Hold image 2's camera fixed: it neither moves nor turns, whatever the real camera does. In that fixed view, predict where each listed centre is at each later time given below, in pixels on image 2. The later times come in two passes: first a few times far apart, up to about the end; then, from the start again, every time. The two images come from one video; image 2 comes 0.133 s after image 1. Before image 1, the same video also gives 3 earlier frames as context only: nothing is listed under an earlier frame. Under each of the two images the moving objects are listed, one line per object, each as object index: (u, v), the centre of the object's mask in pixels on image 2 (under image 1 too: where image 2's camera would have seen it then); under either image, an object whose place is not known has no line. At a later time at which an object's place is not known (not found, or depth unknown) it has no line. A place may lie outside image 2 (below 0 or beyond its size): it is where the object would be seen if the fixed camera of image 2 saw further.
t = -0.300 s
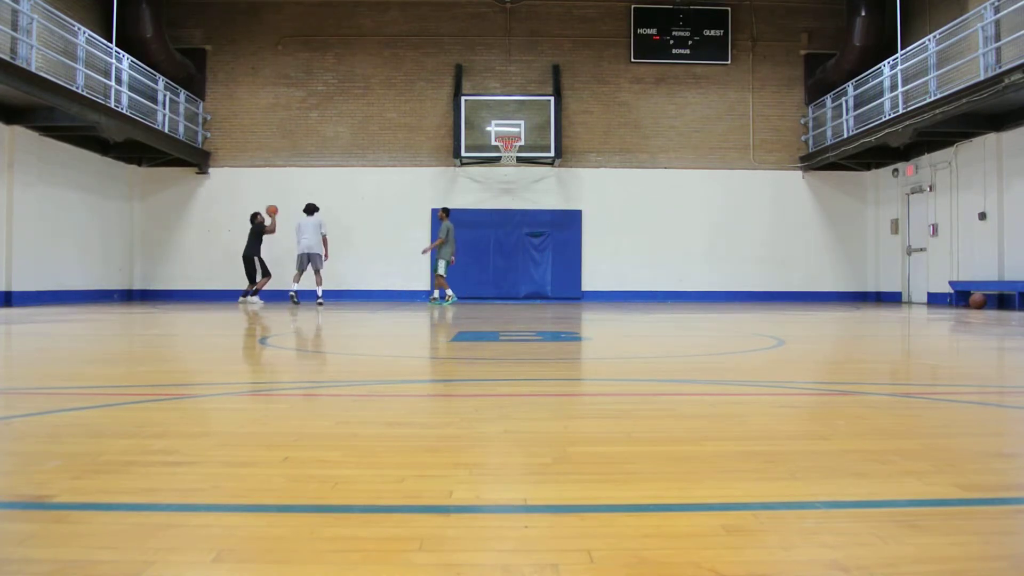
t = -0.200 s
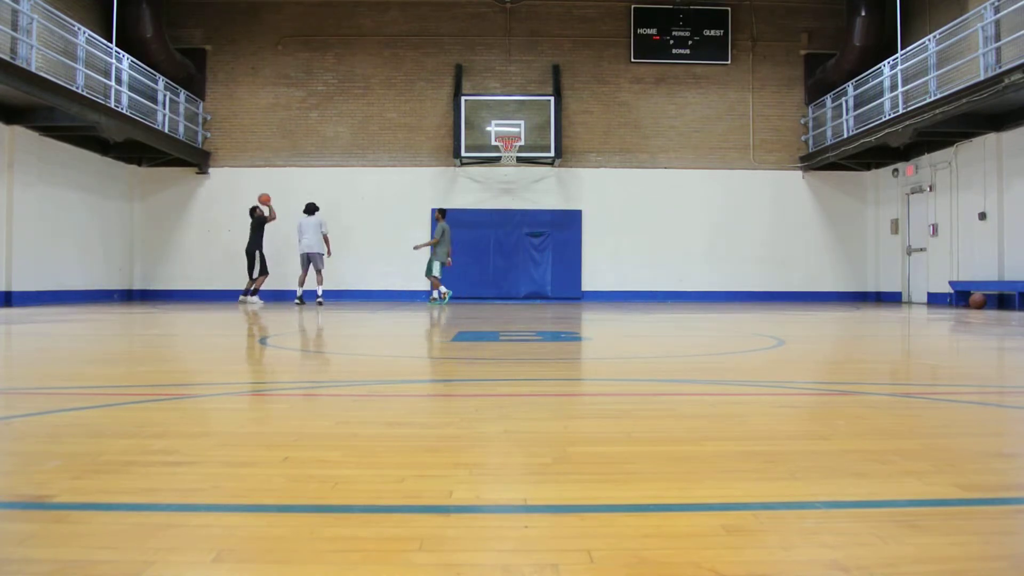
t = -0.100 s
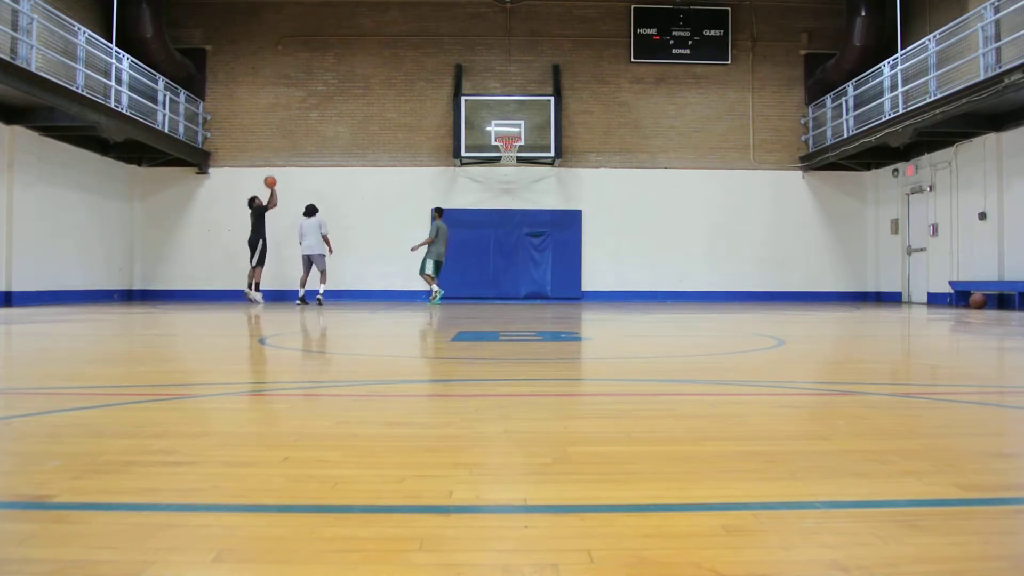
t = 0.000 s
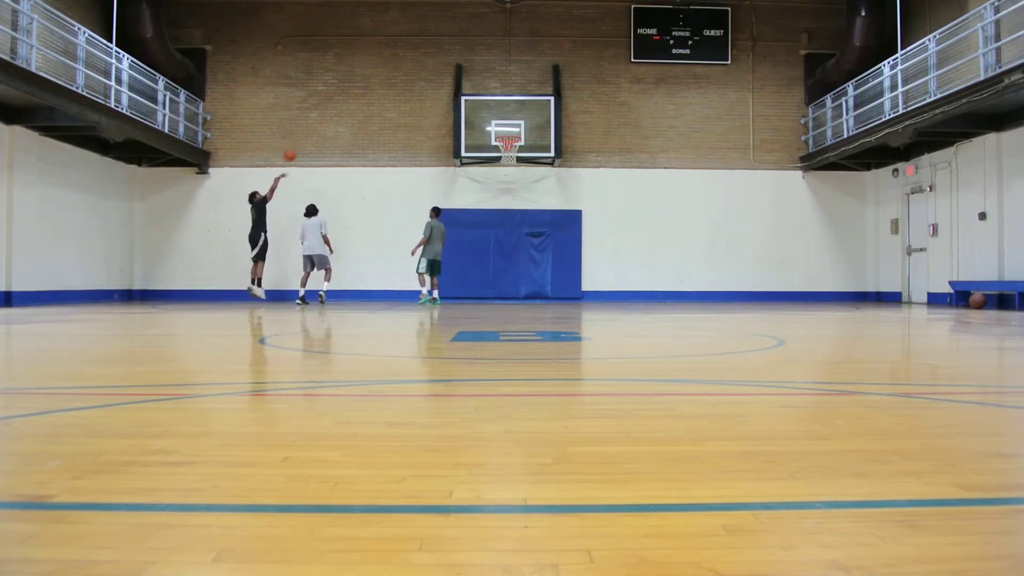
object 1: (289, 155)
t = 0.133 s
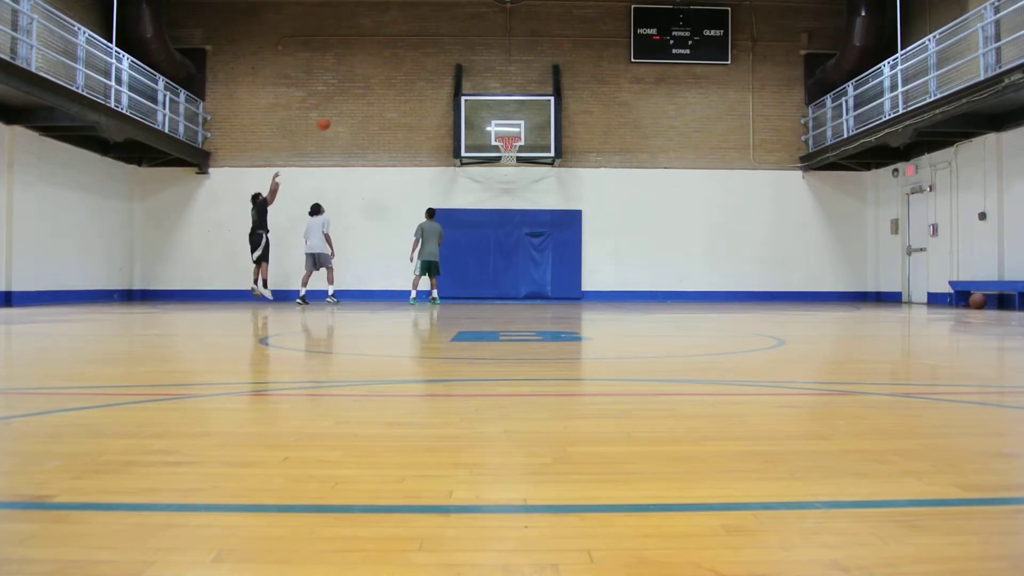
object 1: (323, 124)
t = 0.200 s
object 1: (340, 112)
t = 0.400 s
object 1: (390, 90)
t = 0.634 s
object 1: (448, 91)
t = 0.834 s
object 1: (496, 114)
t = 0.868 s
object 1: (504, 121)
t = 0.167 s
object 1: (332, 117)
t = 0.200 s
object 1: (340, 112)
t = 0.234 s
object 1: (348, 108)
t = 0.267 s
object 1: (357, 102)
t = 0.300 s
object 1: (365, 99)
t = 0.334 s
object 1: (373, 95)
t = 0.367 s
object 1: (381, 92)
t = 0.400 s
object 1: (390, 90)
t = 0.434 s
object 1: (398, 89)
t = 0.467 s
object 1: (407, 88)
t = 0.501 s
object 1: (415, 87)
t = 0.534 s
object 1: (423, 87)
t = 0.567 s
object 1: (432, 88)
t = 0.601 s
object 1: (439, 90)
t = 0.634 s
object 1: (448, 91)
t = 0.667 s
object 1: (455, 93)
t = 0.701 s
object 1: (463, 96)
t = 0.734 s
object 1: (472, 100)
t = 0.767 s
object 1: (479, 105)
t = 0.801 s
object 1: (488, 109)
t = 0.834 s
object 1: (496, 114)
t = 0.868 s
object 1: (504, 121)
